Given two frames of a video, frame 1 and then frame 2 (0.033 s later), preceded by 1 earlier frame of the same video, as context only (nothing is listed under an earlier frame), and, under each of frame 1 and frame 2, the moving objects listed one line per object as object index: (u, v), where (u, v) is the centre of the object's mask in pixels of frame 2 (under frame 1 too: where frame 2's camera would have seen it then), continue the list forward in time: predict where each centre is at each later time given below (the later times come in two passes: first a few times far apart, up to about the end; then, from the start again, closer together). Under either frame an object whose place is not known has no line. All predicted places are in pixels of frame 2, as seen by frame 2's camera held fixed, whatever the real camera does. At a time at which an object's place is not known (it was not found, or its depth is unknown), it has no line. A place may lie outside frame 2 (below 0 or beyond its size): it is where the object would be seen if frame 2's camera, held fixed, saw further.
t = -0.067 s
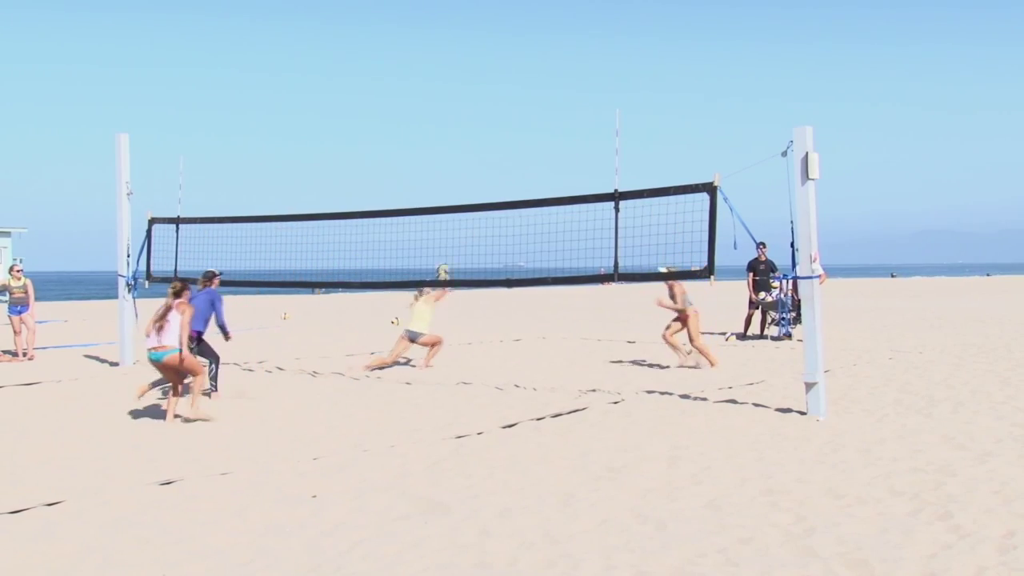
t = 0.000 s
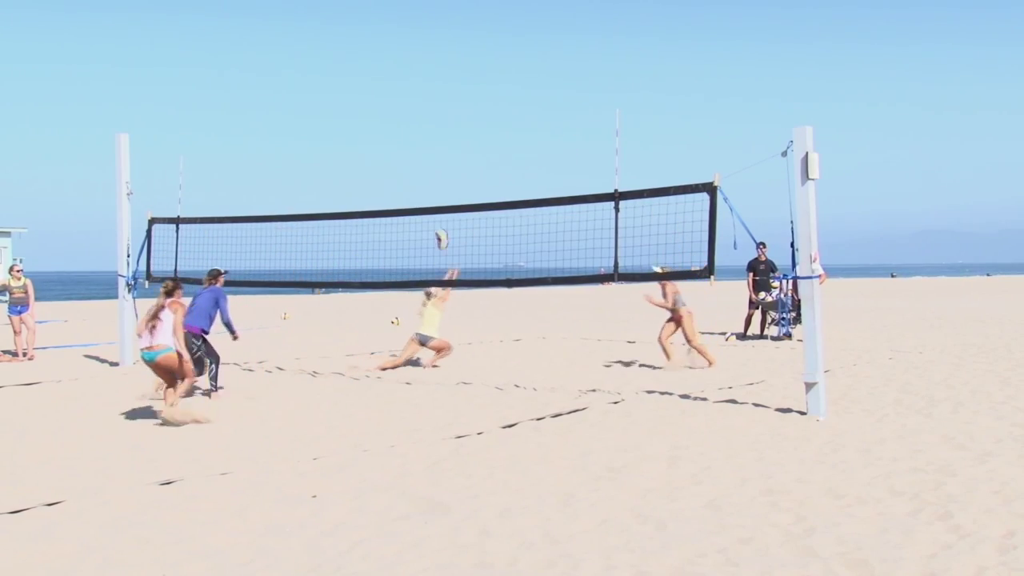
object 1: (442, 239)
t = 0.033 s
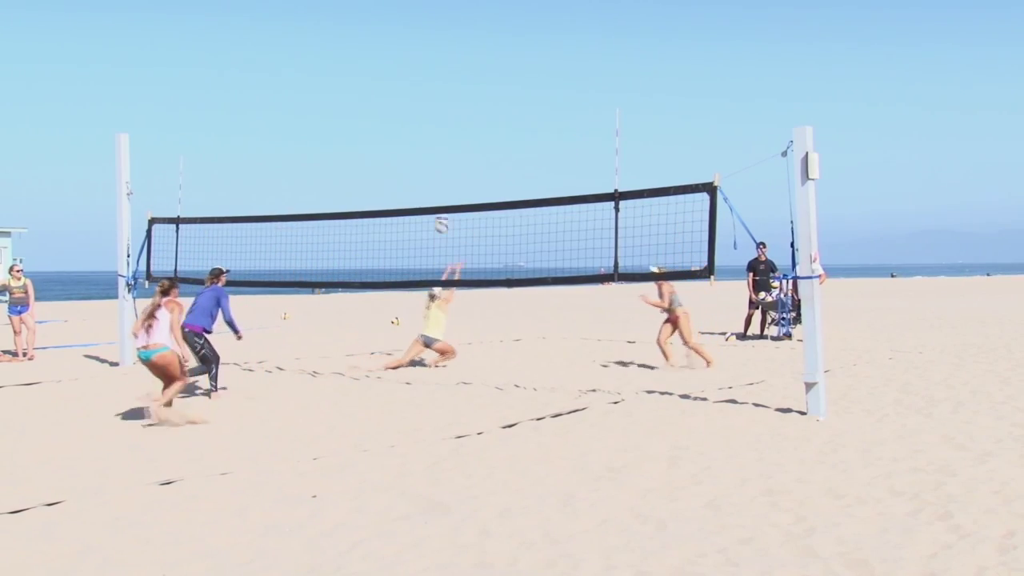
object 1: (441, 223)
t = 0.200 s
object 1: (440, 152)
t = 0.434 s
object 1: (438, 80)
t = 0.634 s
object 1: (436, 45)
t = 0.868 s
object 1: (433, 38)
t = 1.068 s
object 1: (432, 62)
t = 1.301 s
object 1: (432, 126)
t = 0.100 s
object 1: (441, 192)
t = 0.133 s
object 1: (442, 178)
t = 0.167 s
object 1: (441, 164)
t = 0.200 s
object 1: (440, 152)
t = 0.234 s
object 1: (440, 138)
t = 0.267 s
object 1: (440, 127)
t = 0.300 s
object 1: (440, 117)
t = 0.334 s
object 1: (439, 106)
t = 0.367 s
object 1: (439, 97)
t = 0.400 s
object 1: (438, 87)
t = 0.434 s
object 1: (438, 80)
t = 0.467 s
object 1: (438, 72)
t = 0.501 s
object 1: (437, 65)
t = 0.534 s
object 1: (437, 59)
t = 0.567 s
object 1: (436, 53)
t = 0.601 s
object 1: (436, 49)
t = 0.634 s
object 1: (436, 45)
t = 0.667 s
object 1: (435, 42)
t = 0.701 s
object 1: (435, 40)
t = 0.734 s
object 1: (434, 37)
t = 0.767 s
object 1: (434, 37)
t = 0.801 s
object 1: (434, 36)
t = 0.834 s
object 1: (433, 37)
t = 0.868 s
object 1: (433, 38)
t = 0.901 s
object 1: (433, 40)
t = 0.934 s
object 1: (432, 43)
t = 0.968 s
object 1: (432, 46)
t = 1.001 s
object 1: (432, 51)
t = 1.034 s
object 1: (432, 57)
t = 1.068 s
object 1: (432, 62)
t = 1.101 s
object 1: (431, 69)
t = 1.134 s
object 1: (432, 76)
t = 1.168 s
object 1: (432, 85)
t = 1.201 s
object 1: (431, 94)
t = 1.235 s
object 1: (431, 103)
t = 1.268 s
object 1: (432, 114)
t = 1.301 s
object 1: (432, 126)
